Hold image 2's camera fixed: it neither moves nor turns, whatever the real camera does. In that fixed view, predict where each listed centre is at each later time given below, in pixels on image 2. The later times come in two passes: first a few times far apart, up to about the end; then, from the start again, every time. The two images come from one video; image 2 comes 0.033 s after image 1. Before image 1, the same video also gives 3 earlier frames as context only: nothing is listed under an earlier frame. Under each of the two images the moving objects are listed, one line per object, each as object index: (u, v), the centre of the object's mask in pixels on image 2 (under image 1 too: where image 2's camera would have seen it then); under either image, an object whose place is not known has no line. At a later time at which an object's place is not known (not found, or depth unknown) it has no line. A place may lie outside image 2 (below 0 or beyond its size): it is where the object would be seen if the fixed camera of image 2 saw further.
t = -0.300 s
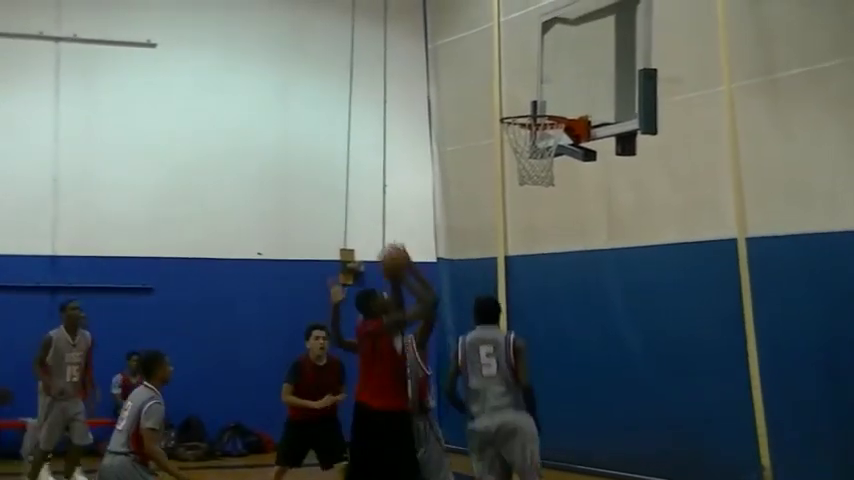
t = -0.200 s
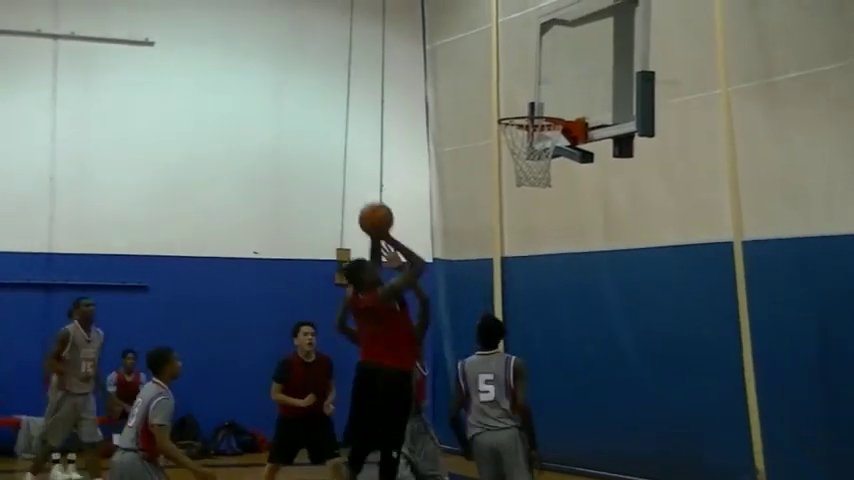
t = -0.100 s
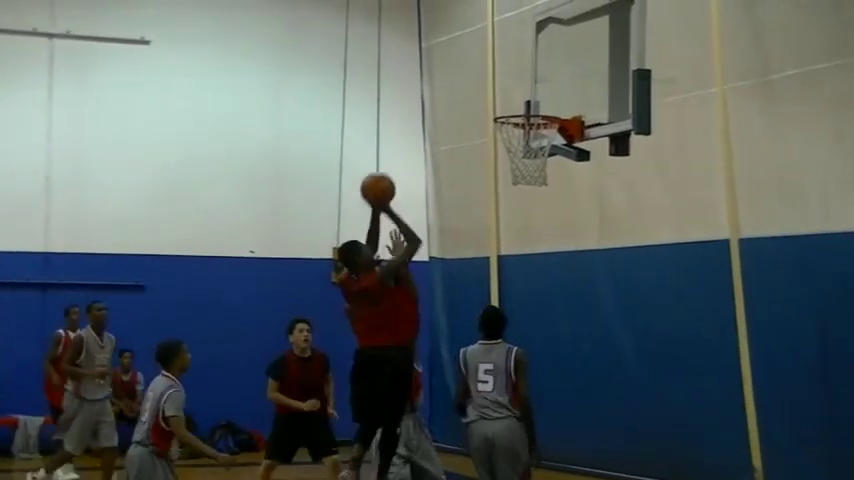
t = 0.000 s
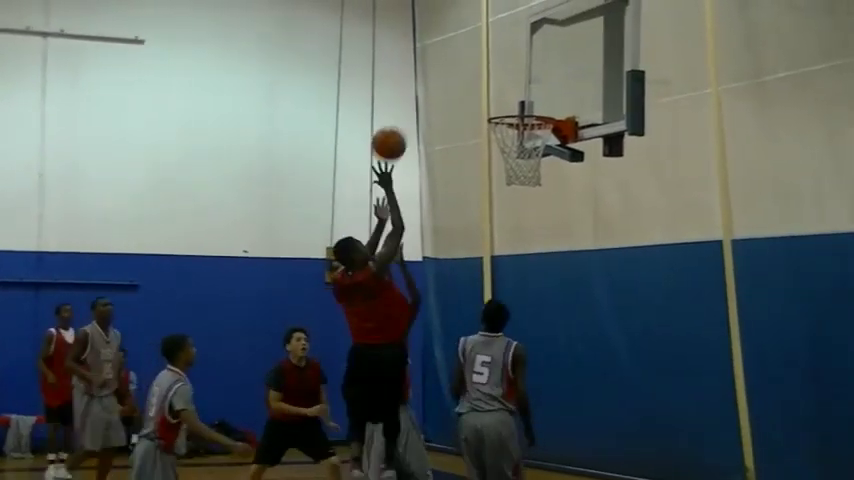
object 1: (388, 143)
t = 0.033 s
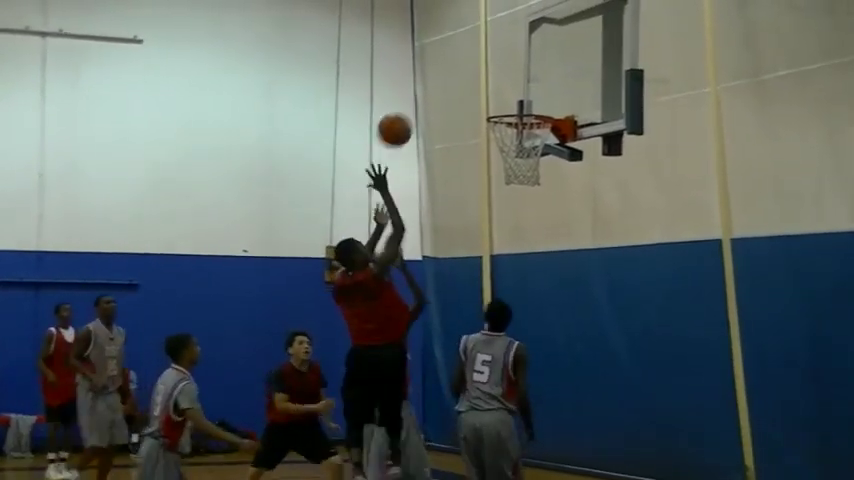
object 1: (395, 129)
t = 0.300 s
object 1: (444, 80)
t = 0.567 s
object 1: (467, 108)
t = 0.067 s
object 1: (401, 118)
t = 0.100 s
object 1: (408, 107)
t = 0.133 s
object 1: (413, 99)
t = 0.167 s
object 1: (420, 92)
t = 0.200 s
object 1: (426, 87)
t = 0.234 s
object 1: (432, 83)
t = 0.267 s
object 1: (438, 81)
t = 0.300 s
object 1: (444, 80)
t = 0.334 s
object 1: (450, 81)
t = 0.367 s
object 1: (456, 82)
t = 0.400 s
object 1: (461, 87)
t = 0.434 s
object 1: (467, 92)
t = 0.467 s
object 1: (473, 99)
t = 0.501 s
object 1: (479, 107)
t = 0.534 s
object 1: (475, 108)
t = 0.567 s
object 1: (467, 108)
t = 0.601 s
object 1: (461, 109)
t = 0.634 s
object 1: (454, 112)
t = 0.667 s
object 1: (447, 117)
